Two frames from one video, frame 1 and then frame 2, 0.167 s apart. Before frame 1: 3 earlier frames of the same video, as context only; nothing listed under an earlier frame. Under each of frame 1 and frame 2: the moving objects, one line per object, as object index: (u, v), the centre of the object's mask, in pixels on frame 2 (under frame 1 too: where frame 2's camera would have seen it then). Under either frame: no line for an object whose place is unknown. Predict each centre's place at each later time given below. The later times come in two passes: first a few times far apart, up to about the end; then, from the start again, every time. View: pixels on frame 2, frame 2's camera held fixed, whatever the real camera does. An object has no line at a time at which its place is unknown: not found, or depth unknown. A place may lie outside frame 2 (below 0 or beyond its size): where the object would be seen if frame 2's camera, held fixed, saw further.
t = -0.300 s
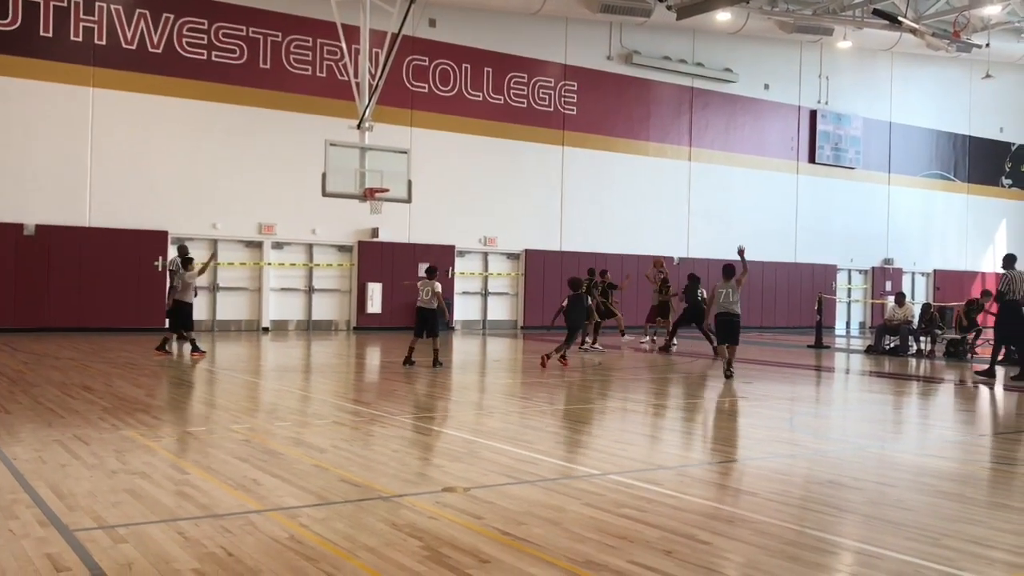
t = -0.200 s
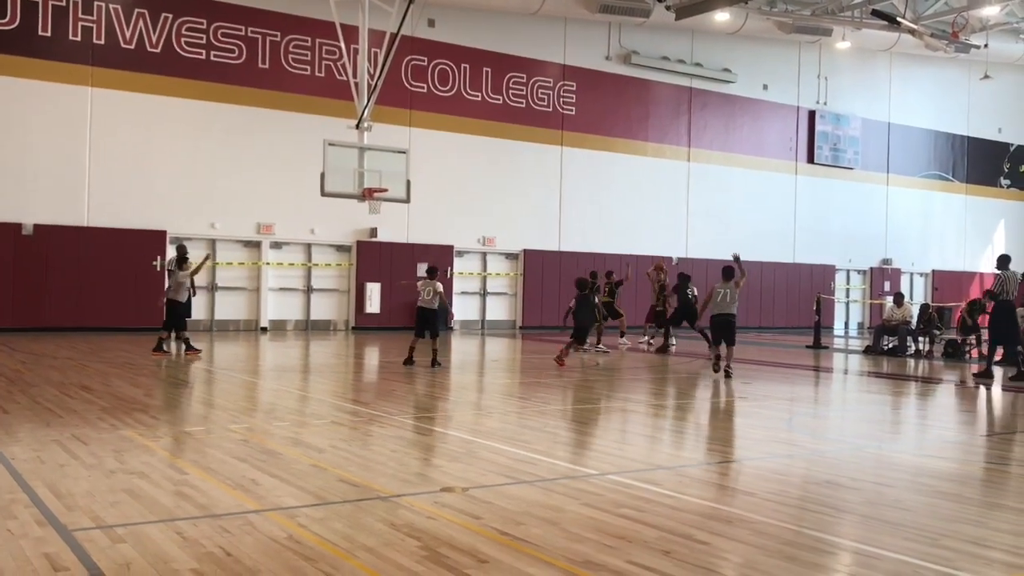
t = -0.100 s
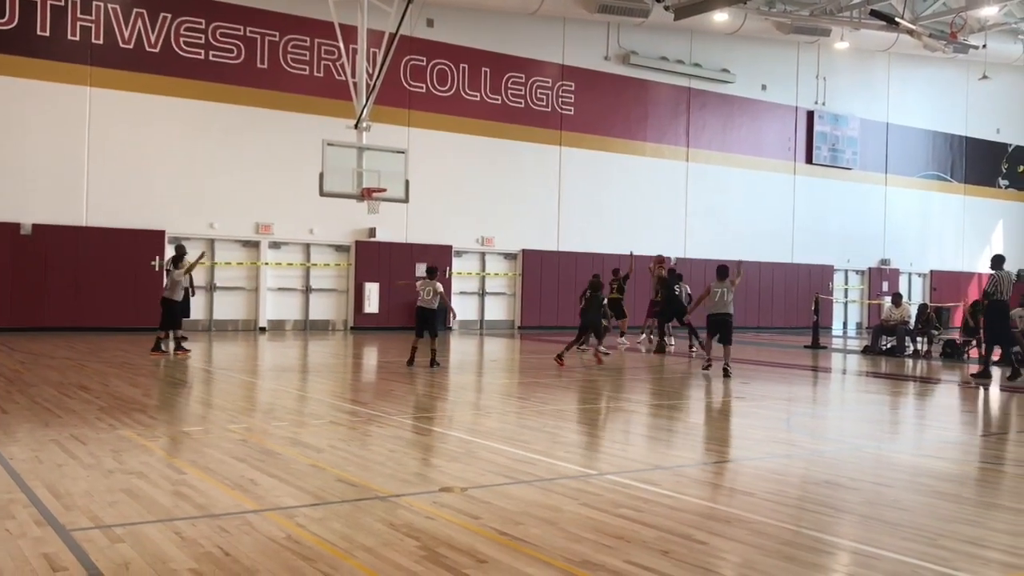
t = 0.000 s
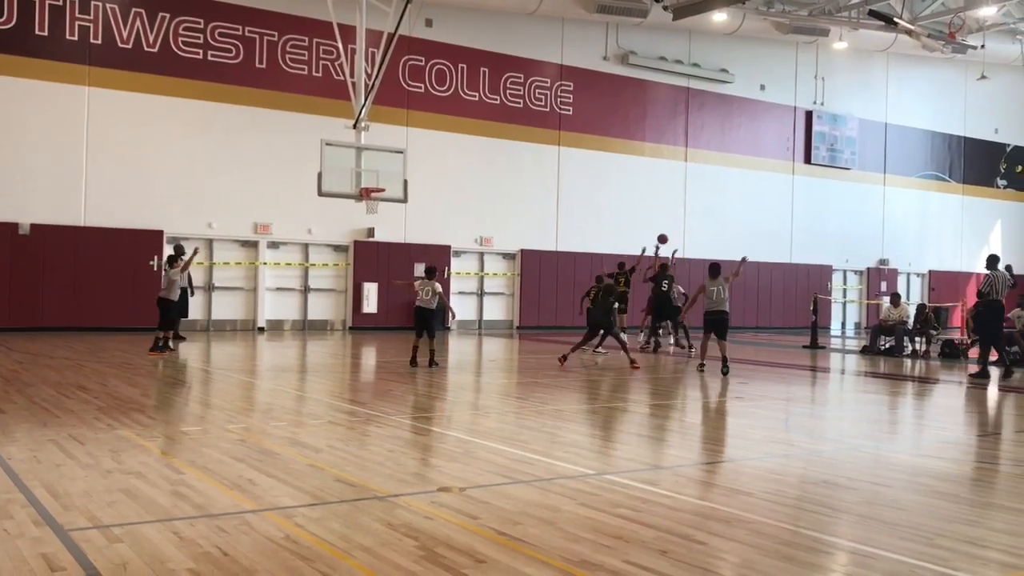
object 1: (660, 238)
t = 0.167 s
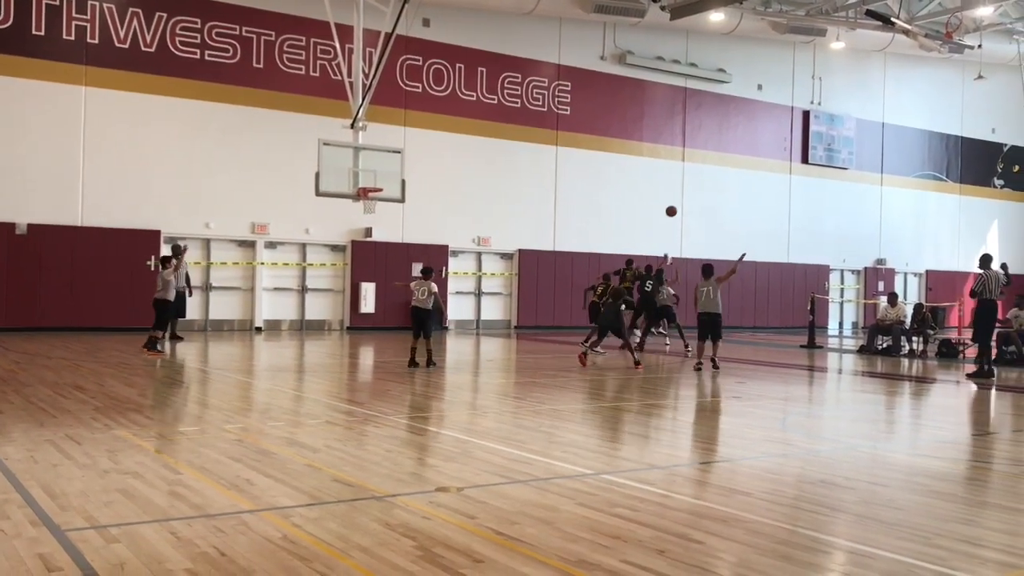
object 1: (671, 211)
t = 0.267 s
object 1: (678, 199)
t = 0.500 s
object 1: (694, 190)
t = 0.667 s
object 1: (707, 200)
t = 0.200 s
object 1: (673, 206)
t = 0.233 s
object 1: (675, 203)
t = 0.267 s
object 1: (678, 199)
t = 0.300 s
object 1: (680, 197)
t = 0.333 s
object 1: (682, 194)
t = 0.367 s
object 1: (685, 192)
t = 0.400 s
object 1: (687, 191)
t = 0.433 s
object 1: (689, 190)
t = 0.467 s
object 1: (692, 190)
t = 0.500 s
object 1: (694, 190)
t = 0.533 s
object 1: (697, 191)
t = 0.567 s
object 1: (699, 192)
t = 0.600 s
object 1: (702, 194)
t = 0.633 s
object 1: (704, 197)
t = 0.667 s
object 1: (707, 200)
